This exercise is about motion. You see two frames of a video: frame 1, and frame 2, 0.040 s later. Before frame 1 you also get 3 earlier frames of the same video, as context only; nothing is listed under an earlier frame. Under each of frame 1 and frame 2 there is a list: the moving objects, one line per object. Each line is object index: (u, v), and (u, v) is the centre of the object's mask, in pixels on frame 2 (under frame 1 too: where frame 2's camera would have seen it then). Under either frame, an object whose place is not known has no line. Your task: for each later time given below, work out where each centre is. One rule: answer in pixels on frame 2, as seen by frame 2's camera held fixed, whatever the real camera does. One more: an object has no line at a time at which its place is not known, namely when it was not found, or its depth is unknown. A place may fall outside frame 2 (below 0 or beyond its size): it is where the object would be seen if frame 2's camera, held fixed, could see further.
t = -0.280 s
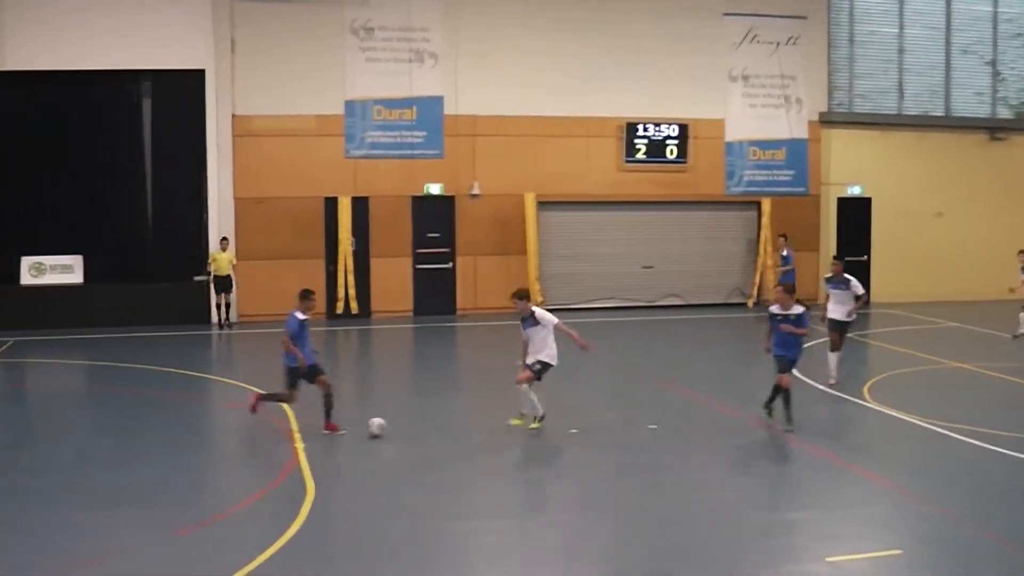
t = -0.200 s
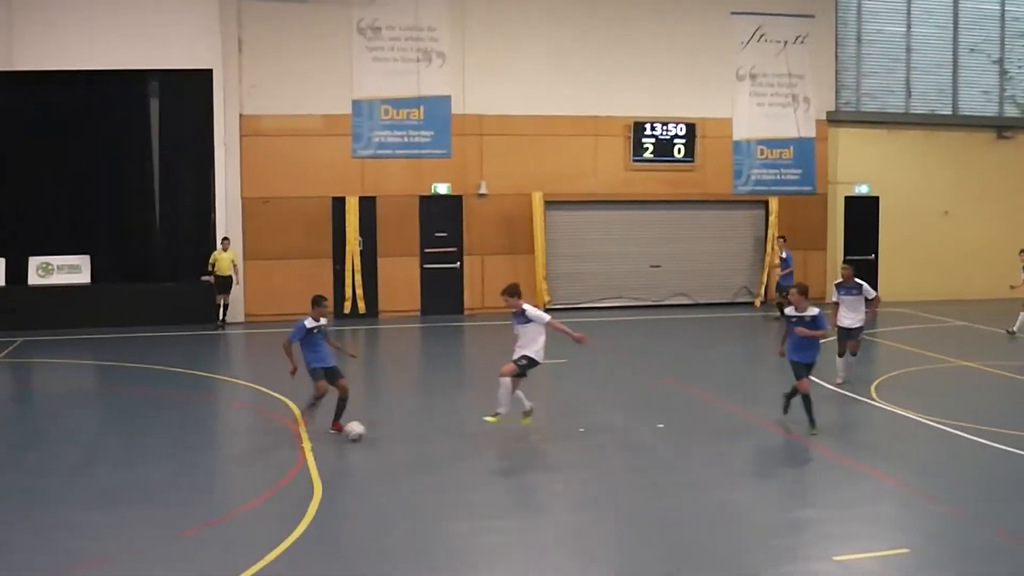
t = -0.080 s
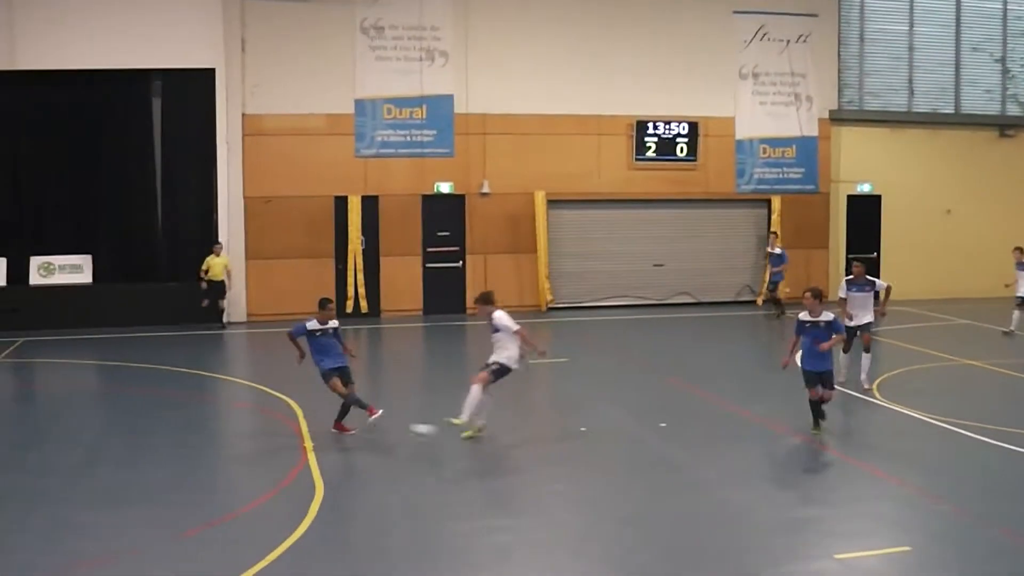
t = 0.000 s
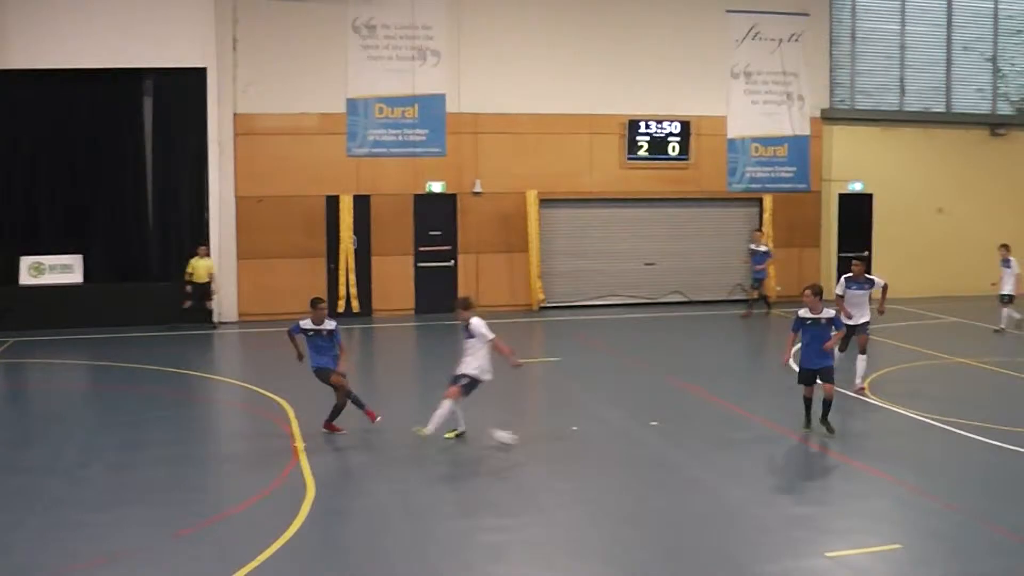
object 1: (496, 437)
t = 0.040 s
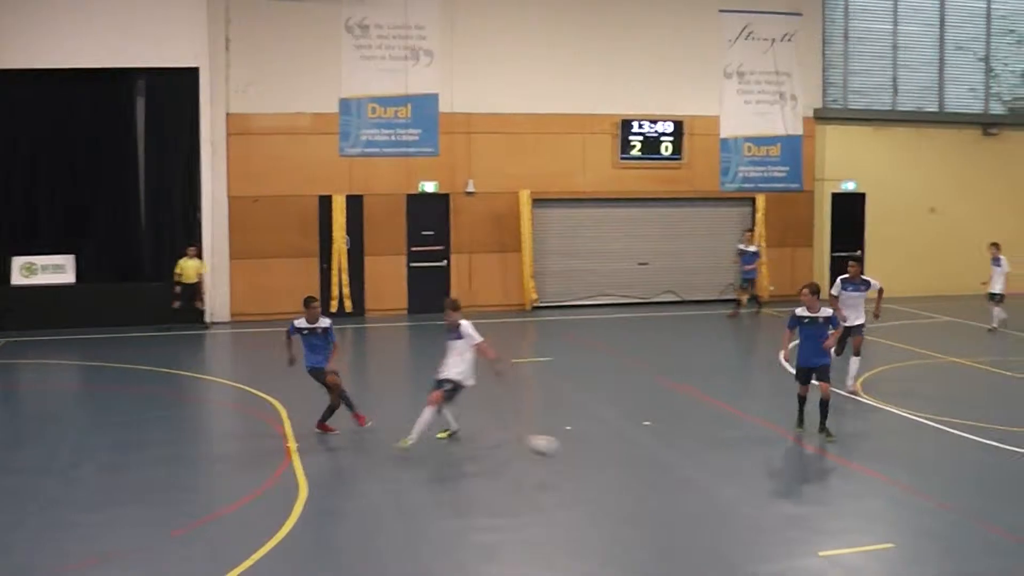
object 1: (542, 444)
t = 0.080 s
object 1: (589, 452)
